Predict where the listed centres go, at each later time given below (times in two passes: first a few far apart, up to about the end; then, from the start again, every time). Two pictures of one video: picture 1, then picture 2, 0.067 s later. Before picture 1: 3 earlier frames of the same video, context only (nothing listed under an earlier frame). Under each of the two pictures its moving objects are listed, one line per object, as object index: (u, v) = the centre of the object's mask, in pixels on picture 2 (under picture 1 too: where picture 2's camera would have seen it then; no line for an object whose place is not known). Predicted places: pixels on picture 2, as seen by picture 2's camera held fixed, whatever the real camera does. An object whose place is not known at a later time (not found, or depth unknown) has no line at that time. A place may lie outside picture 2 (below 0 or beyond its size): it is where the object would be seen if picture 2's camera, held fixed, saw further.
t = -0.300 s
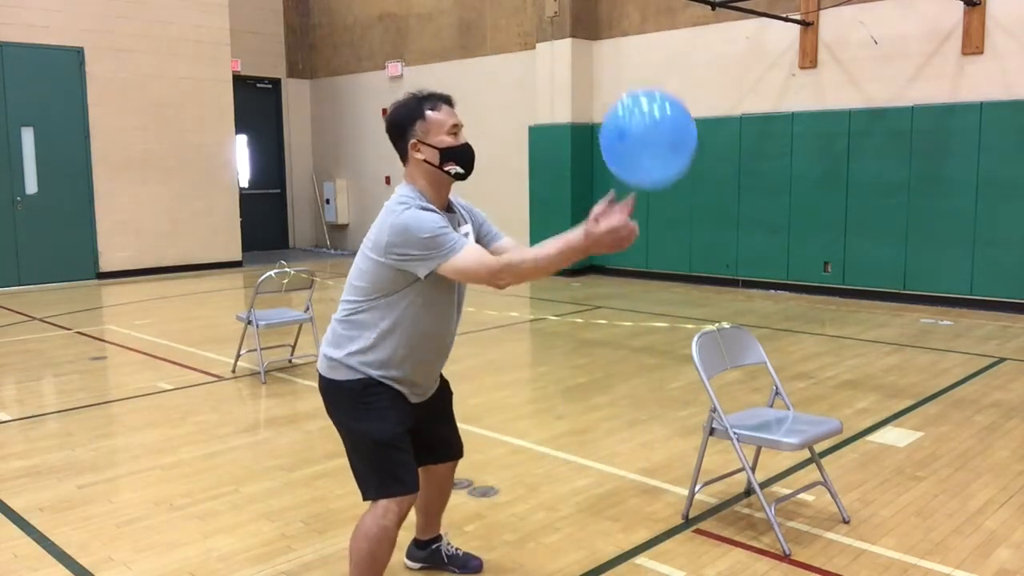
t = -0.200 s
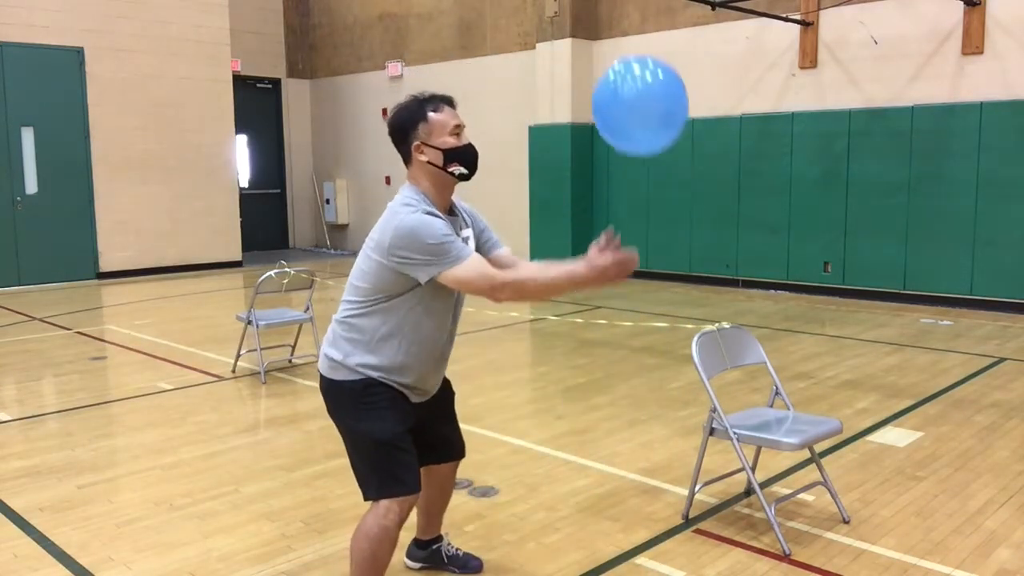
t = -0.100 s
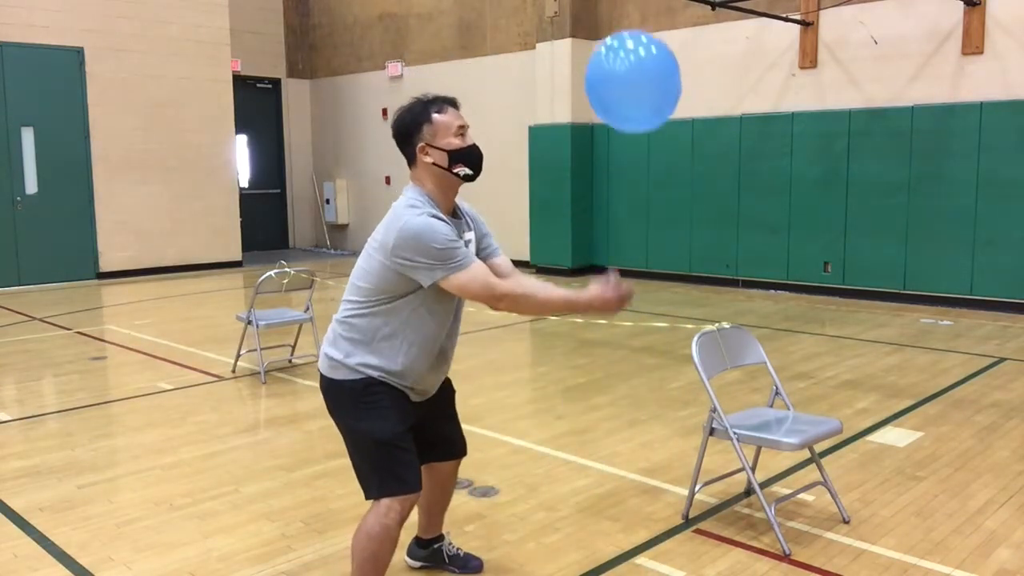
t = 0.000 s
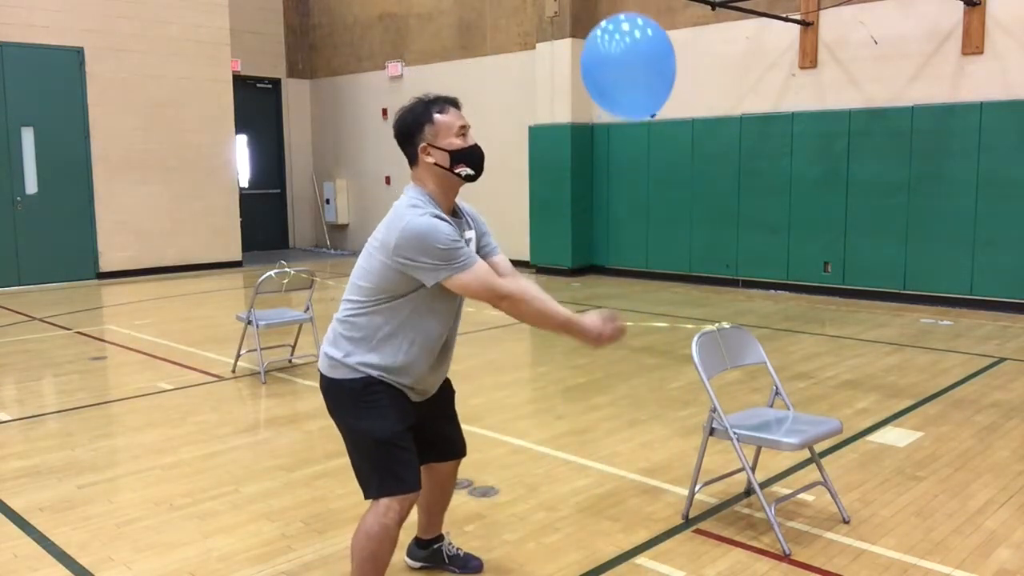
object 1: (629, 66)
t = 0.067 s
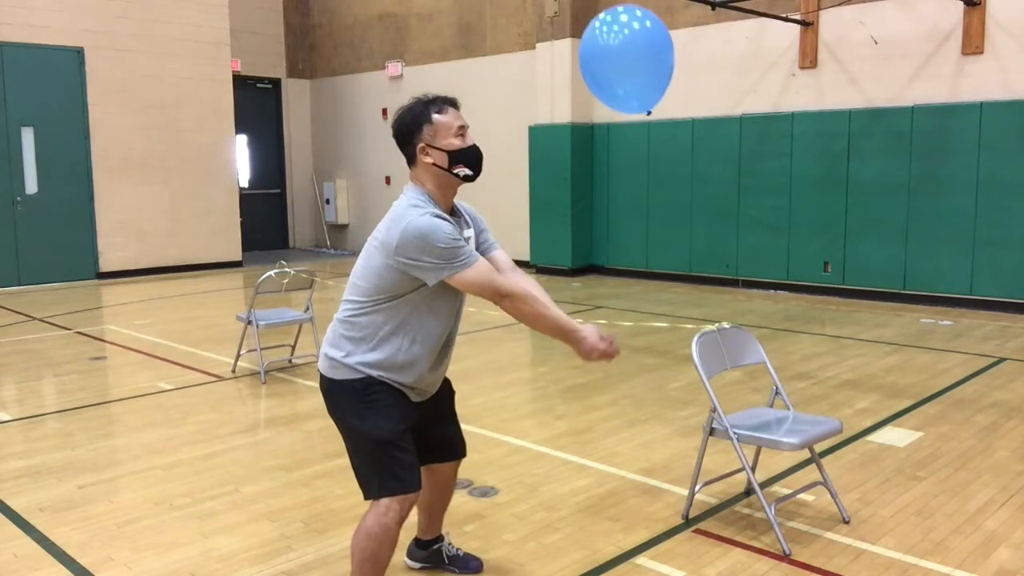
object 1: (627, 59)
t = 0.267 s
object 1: (626, 48)
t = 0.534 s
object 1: (632, 49)
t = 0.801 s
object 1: (638, 75)
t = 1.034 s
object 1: (641, 118)
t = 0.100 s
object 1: (626, 56)
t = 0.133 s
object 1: (626, 53)
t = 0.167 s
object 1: (626, 52)
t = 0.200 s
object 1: (626, 50)
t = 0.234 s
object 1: (626, 49)
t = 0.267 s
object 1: (626, 48)
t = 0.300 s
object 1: (626, 47)
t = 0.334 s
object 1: (627, 46)
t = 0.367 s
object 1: (628, 46)
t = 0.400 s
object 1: (628, 46)
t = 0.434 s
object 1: (629, 46)
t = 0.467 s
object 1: (630, 47)
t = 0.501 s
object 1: (631, 47)
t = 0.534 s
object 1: (632, 49)
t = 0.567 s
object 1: (633, 51)
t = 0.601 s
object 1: (634, 53)
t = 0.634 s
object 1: (635, 56)
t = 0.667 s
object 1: (636, 59)
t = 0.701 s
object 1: (636, 62)
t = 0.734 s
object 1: (637, 66)
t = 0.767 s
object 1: (637, 70)
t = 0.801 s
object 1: (638, 75)
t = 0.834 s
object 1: (638, 80)
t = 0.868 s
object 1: (639, 85)
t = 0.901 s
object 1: (639, 91)
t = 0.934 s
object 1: (640, 97)
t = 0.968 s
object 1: (640, 104)
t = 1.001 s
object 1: (641, 111)
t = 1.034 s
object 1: (641, 118)
